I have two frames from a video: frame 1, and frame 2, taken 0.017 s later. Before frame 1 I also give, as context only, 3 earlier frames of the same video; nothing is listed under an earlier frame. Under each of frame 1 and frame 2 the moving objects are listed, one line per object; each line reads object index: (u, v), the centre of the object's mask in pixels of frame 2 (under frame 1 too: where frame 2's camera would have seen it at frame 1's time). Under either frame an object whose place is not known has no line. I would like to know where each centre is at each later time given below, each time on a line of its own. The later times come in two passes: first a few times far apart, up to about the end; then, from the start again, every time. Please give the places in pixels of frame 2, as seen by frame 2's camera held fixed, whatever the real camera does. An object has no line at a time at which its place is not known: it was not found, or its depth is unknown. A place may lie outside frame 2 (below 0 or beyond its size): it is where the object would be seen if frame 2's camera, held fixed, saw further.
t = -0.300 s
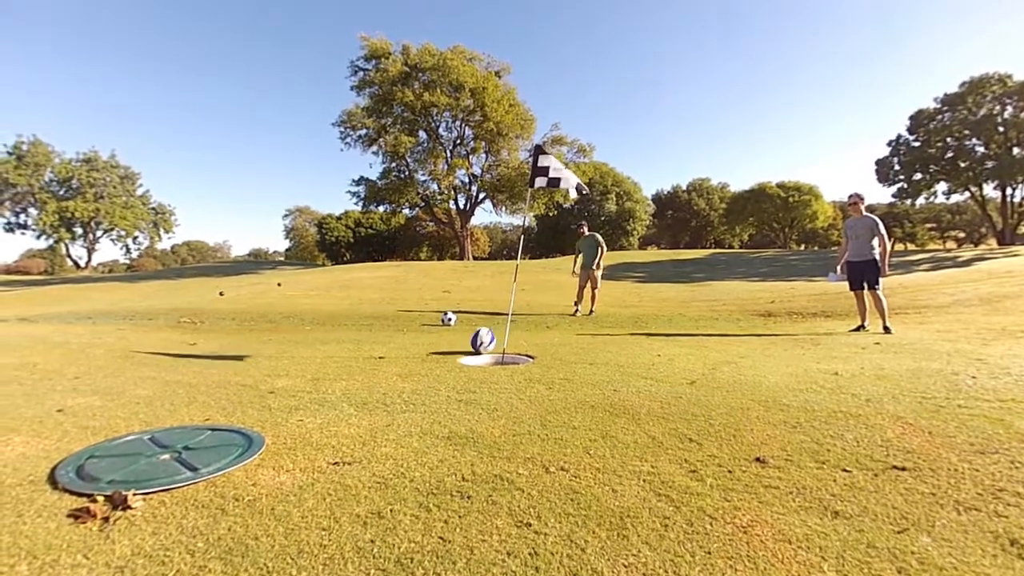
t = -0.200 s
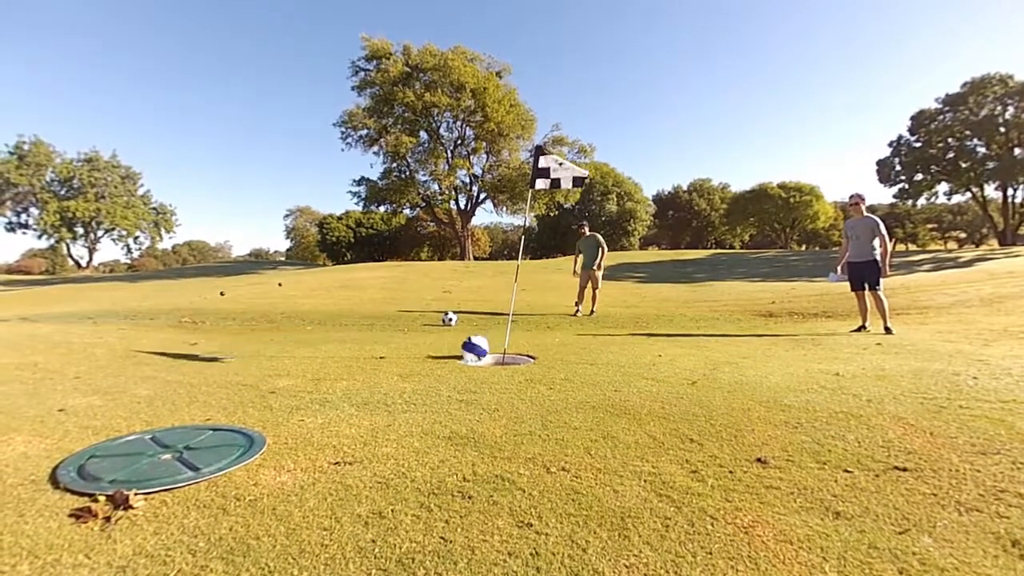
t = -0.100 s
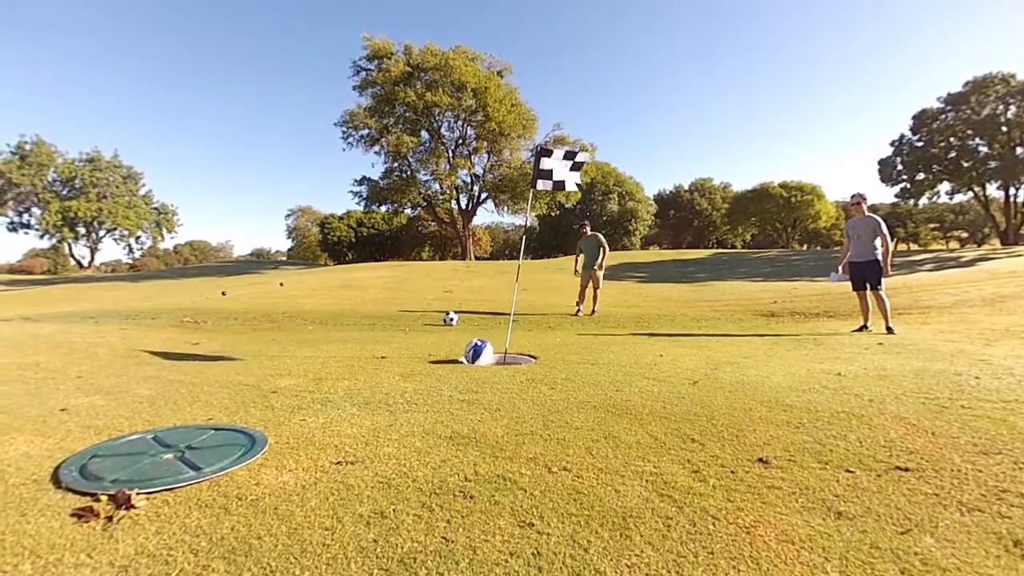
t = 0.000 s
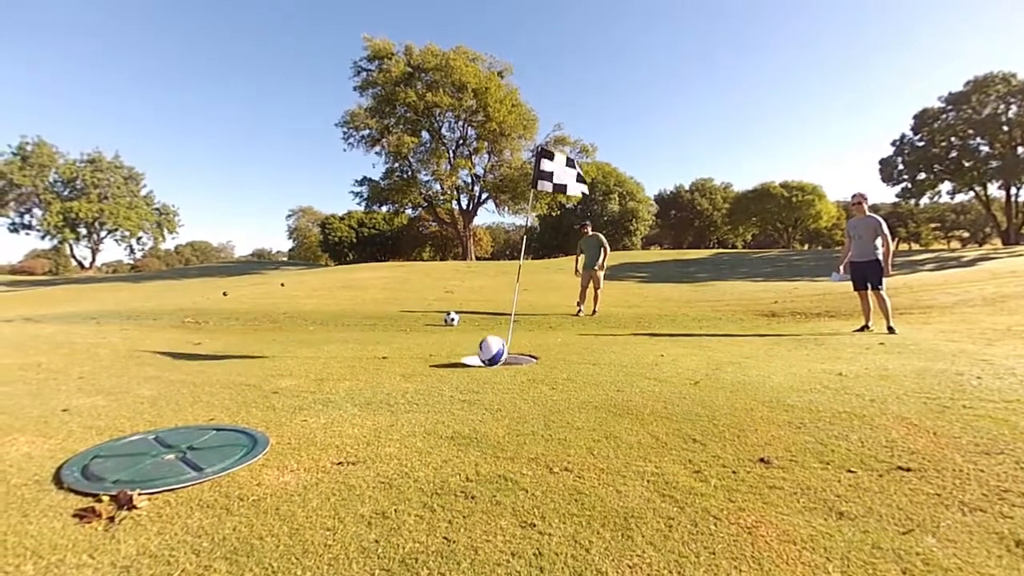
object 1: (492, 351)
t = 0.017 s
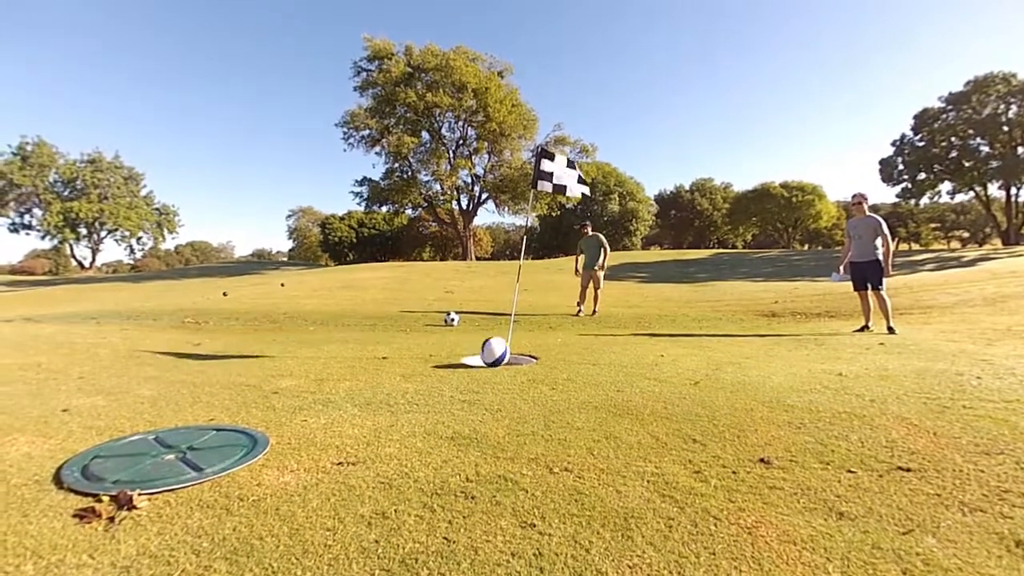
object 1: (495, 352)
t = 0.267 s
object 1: (530, 359)
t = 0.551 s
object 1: (580, 370)
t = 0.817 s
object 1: (640, 382)
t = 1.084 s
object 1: (710, 397)
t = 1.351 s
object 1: (789, 407)
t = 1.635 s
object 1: (875, 418)
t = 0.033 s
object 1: (496, 352)
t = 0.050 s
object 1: (498, 352)
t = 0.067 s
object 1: (500, 352)
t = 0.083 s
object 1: (503, 352)
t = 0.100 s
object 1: (505, 352)
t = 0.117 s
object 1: (508, 352)
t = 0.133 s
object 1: (510, 353)
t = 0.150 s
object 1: (513, 354)
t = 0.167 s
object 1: (515, 355)
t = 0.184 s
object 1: (518, 356)
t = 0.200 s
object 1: (520, 356)
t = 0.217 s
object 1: (523, 357)
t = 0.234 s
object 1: (526, 358)
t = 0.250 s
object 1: (528, 359)
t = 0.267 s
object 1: (530, 359)
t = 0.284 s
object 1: (533, 360)
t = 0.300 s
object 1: (536, 360)
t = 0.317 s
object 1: (538, 361)
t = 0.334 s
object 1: (541, 362)
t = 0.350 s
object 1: (544, 363)
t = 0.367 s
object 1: (547, 363)
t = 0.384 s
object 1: (549, 363)
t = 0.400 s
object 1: (552, 364)
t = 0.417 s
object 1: (556, 364)
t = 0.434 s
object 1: (558, 366)
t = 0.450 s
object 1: (562, 366)
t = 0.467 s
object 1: (565, 368)
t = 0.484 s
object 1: (568, 369)
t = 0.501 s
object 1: (570, 369)
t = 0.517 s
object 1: (574, 369)
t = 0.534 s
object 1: (577, 369)
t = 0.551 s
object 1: (580, 370)
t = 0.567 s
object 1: (584, 371)
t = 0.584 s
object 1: (588, 372)
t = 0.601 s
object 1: (592, 372)
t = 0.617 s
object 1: (595, 373)
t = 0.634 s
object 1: (599, 374)
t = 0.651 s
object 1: (603, 375)
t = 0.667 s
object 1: (607, 376)
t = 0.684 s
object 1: (609, 377)
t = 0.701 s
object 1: (613, 377)
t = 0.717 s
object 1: (617, 378)
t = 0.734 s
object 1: (620, 378)
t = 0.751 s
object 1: (624, 379)
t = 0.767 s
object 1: (628, 380)
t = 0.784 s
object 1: (632, 381)
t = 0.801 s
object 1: (636, 382)
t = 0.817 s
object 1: (640, 382)
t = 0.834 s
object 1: (644, 383)
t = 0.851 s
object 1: (648, 384)
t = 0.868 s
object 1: (652, 384)
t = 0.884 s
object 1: (656, 385)
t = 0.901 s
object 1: (660, 386)
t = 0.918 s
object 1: (665, 387)
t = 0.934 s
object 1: (669, 389)
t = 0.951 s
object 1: (673, 390)
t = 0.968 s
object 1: (678, 391)
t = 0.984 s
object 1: (682, 391)
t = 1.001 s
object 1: (686, 392)
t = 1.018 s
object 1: (691, 393)
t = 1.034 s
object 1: (695, 393)
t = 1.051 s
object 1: (700, 395)
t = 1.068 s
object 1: (705, 395)
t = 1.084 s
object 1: (710, 397)
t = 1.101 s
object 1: (714, 396)
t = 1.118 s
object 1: (719, 397)
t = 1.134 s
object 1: (724, 398)
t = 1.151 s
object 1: (729, 398)
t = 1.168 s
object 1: (734, 399)
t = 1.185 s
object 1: (738, 400)
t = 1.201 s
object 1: (744, 402)
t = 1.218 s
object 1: (749, 402)
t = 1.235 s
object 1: (754, 402)
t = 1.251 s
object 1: (759, 403)
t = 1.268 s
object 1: (763, 403)
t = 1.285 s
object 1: (768, 404)
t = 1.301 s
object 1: (773, 405)
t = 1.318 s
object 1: (778, 406)
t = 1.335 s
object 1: (783, 407)
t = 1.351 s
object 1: (789, 407)
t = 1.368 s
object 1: (794, 408)
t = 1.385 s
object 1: (799, 408)
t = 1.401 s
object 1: (805, 409)
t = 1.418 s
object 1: (810, 410)
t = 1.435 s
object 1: (815, 410)
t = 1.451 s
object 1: (820, 412)
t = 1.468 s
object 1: (825, 412)
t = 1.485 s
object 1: (830, 413)
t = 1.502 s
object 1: (835, 414)
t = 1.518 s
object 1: (840, 415)
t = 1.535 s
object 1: (845, 416)
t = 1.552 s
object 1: (850, 417)
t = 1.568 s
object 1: (856, 418)
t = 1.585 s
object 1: (860, 417)
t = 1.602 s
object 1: (865, 418)
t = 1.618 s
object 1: (871, 418)
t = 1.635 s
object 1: (875, 418)
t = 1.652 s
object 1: (881, 419)
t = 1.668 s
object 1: (886, 419)
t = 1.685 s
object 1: (891, 420)
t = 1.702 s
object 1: (896, 420)
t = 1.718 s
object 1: (901, 420)
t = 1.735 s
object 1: (906, 421)
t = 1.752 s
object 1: (911, 421)
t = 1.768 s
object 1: (917, 421)
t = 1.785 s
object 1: (921, 421)
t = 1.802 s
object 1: (926, 421)
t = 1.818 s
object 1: (931, 421)
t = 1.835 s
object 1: (936, 422)
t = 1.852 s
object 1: (941, 424)
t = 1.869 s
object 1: (946, 423)
